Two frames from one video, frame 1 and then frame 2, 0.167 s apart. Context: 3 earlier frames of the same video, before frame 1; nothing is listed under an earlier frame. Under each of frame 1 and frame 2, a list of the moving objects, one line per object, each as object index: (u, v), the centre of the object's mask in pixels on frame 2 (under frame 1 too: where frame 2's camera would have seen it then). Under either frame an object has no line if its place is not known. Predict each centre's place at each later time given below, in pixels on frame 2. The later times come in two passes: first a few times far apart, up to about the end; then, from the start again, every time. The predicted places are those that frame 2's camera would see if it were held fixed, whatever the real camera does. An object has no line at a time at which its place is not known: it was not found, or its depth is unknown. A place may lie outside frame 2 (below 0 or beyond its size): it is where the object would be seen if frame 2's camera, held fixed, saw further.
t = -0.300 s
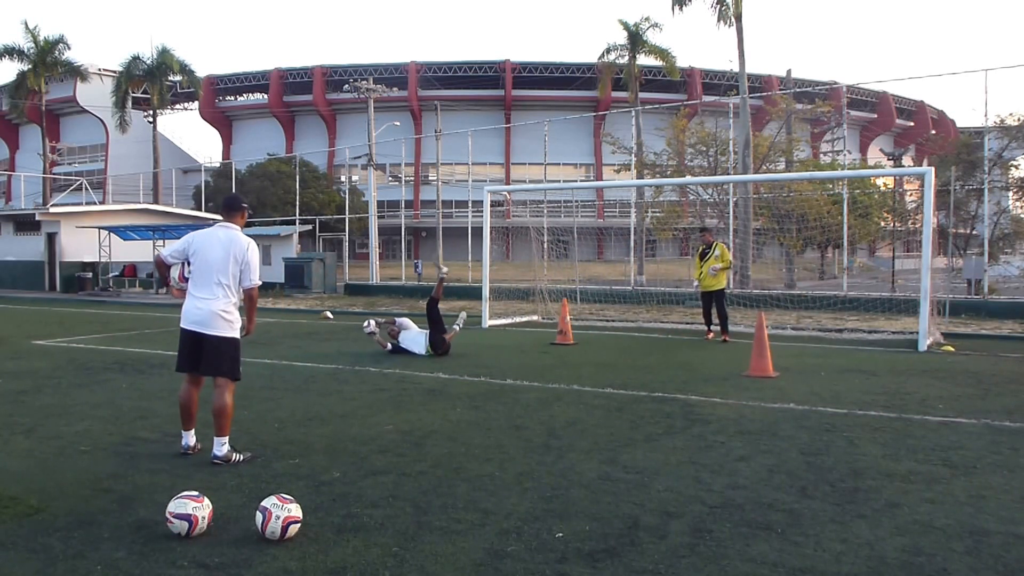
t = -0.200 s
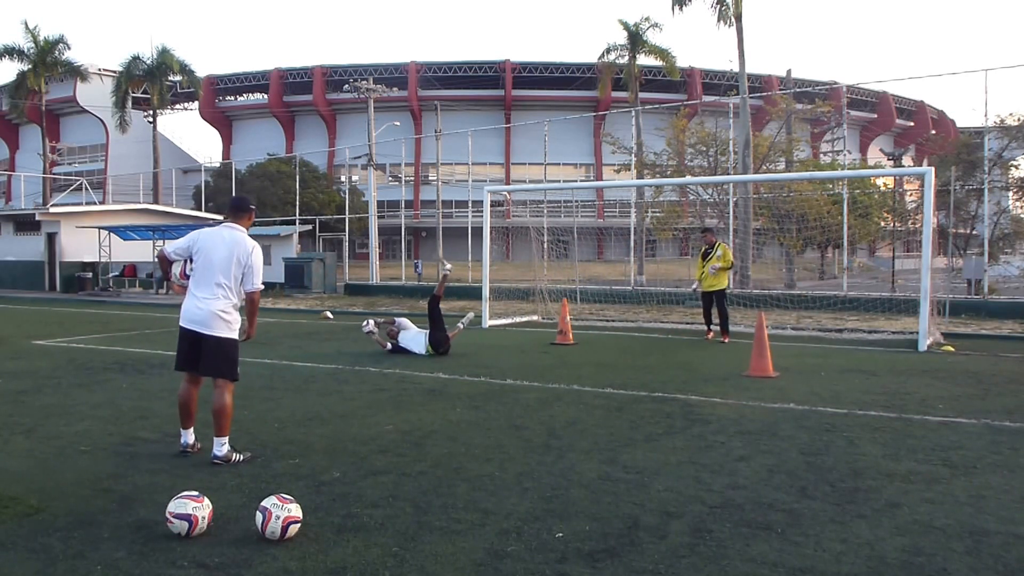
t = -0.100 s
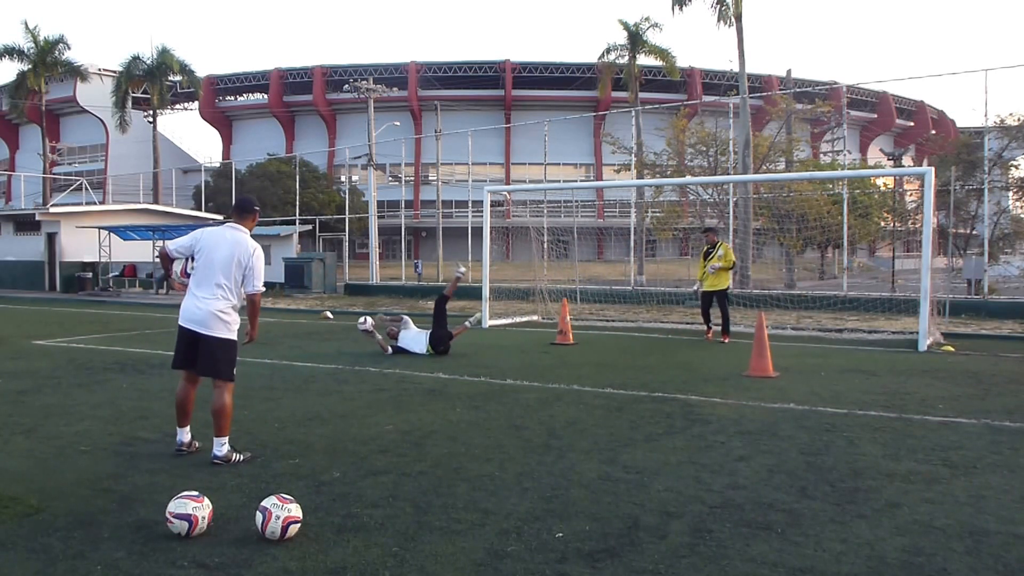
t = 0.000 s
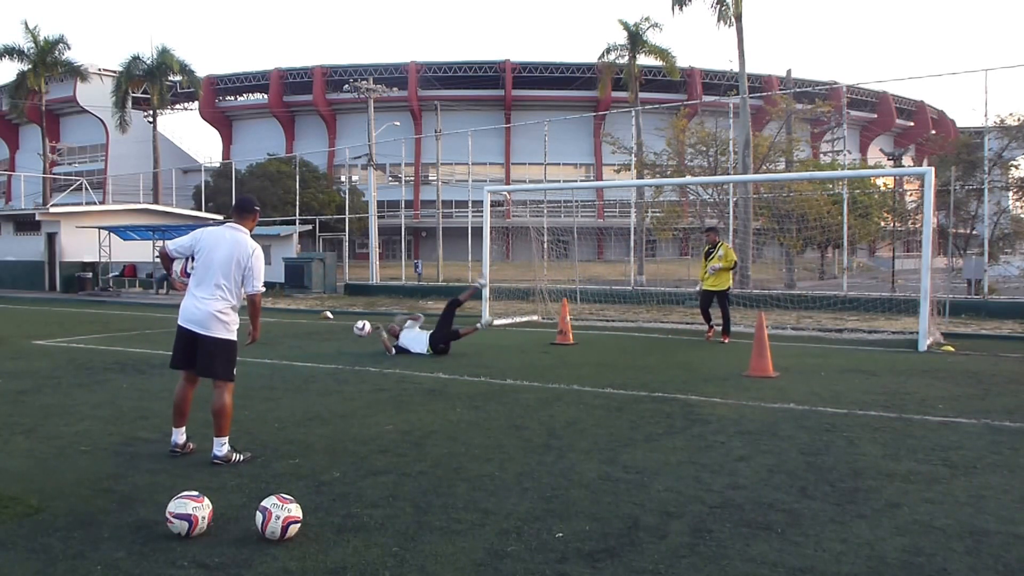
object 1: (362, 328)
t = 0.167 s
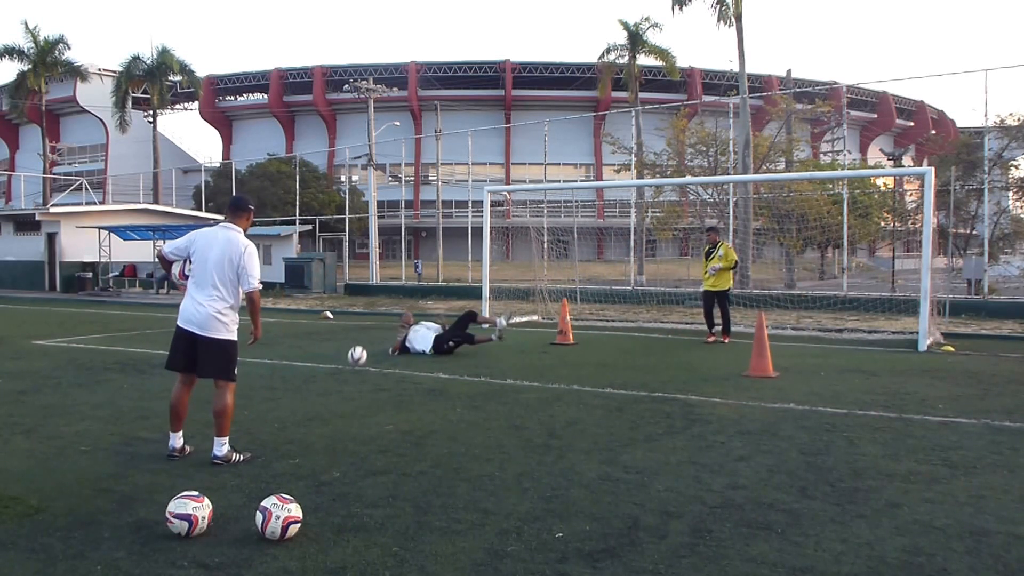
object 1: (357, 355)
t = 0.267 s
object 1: (356, 354)
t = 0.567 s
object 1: (356, 357)
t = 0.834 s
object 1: (352, 370)
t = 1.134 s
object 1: (344, 391)
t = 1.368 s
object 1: (339, 407)
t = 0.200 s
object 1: (356, 363)
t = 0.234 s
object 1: (356, 359)
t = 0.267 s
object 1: (356, 354)
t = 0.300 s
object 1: (356, 351)
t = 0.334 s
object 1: (356, 348)
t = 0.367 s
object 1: (356, 346)
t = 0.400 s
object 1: (356, 346)
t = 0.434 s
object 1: (356, 346)
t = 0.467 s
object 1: (356, 347)
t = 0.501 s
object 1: (356, 349)
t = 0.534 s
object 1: (356, 352)
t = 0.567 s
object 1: (356, 357)
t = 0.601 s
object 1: (356, 362)
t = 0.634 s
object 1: (356, 369)
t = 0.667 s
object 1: (356, 377)
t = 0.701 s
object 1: (356, 375)
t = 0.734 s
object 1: (355, 372)
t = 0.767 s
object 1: (354, 371)
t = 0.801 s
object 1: (353, 370)
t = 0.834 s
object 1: (352, 370)
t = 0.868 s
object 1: (351, 372)
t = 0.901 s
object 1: (350, 374)
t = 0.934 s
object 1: (349, 379)
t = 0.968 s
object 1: (348, 383)
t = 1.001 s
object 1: (347, 390)
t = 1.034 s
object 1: (346, 393)
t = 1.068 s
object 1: (345, 391)
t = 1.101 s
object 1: (344, 390)
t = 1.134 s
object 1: (344, 391)
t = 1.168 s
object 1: (343, 393)
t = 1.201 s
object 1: (343, 396)
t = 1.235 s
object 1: (342, 401)
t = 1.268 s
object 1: (341, 405)
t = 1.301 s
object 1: (341, 405)
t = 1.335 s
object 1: (340, 405)
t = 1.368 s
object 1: (339, 407)
